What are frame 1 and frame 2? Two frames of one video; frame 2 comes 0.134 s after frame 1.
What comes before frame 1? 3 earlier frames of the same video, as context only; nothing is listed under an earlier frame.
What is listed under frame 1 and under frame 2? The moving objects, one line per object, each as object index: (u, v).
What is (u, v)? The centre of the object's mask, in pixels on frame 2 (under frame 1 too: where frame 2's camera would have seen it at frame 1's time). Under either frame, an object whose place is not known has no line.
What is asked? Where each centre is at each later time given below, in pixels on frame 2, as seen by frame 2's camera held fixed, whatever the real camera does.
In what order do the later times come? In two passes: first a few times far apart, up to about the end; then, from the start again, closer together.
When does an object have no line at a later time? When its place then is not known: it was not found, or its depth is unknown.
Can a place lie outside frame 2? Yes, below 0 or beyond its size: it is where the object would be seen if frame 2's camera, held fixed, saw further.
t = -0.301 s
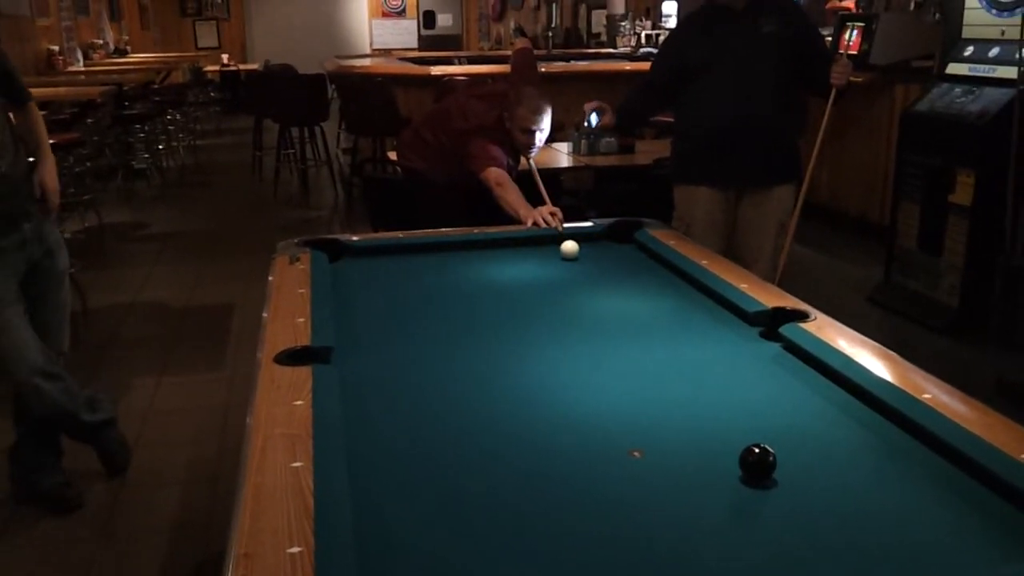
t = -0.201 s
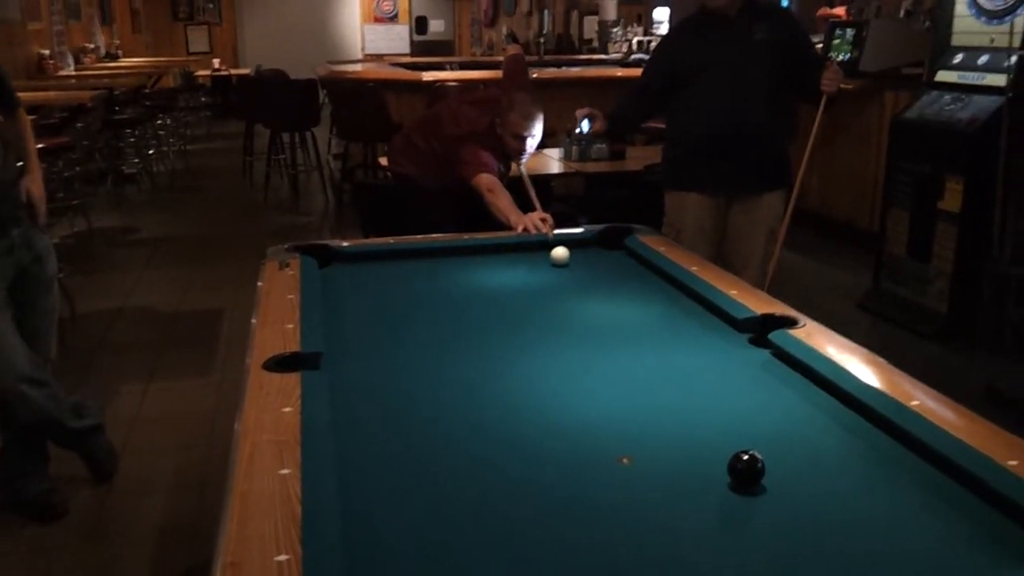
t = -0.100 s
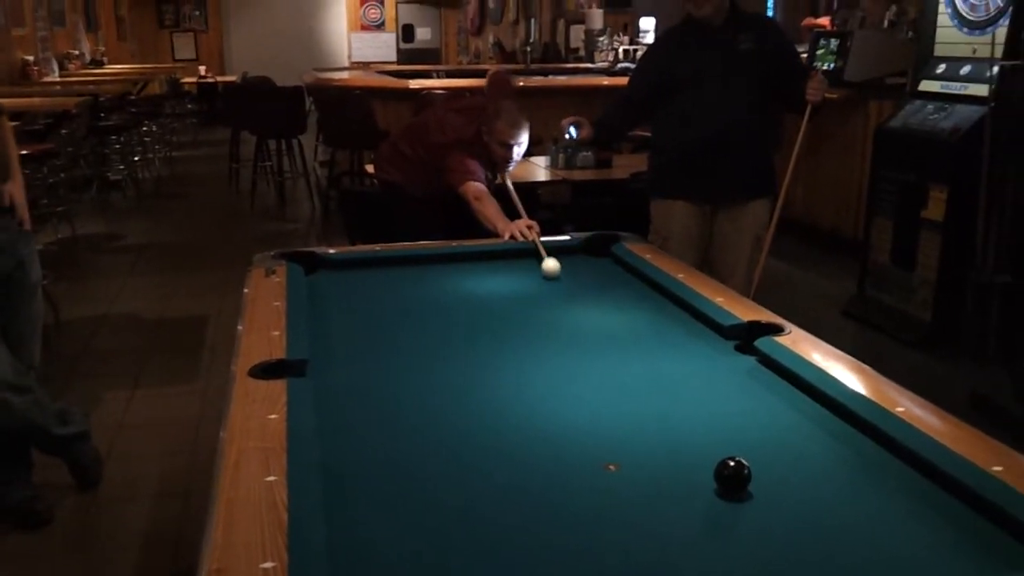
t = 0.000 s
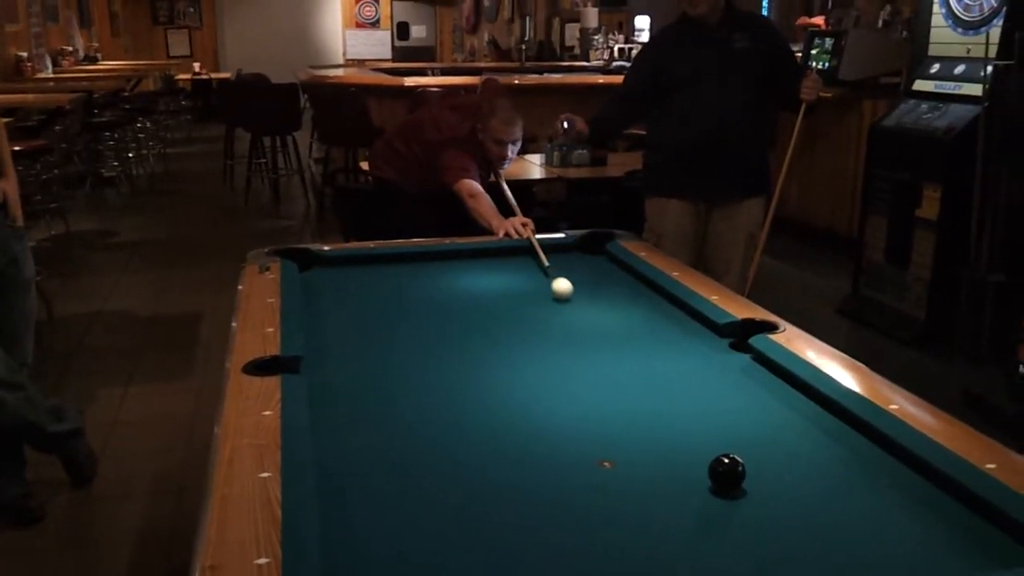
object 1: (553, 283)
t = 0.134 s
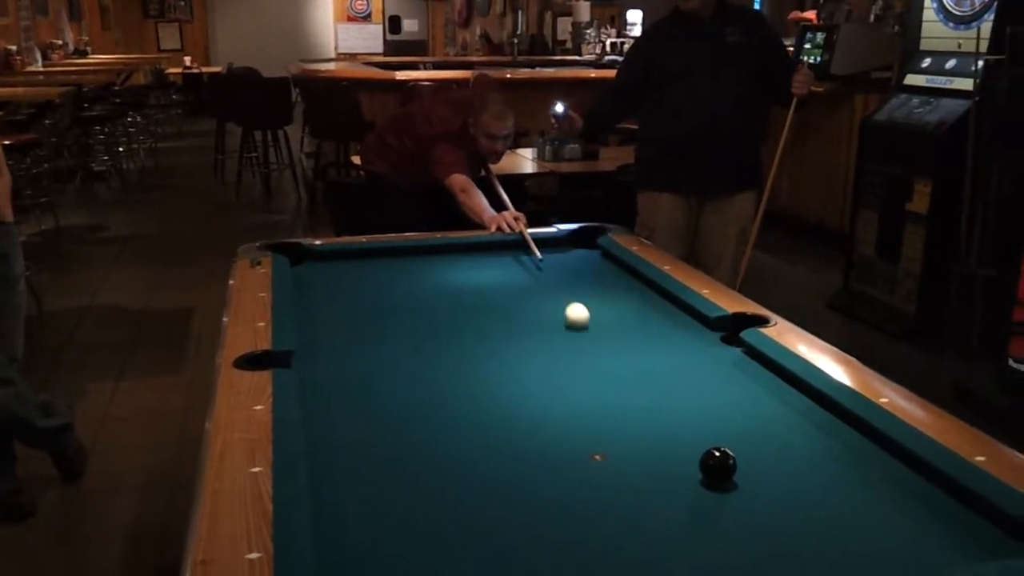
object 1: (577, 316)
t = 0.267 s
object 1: (606, 356)
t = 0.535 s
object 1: (681, 482)
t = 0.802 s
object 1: (632, 555)
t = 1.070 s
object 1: (515, 475)
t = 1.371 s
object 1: (422, 412)
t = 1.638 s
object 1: (362, 370)
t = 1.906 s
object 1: (315, 337)
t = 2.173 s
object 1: (318, 308)
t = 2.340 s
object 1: (325, 294)
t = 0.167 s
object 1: (583, 325)
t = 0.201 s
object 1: (590, 335)
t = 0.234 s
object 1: (597, 345)
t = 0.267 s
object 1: (606, 356)
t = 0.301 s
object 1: (614, 367)
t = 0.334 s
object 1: (623, 379)
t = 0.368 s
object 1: (633, 393)
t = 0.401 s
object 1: (643, 408)
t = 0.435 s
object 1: (655, 425)
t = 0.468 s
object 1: (667, 442)
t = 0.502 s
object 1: (679, 463)
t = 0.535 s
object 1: (681, 482)
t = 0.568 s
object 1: (684, 502)
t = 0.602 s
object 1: (688, 527)
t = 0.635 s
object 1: (692, 552)
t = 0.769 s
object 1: (651, 568)
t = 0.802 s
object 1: (632, 555)
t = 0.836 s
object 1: (614, 542)
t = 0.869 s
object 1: (598, 532)
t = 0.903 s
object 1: (582, 521)
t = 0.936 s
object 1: (567, 511)
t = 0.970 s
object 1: (553, 501)
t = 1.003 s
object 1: (540, 492)
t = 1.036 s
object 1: (527, 484)
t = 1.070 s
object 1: (515, 475)
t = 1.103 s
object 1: (503, 467)
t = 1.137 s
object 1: (491, 460)
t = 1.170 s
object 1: (480, 452)
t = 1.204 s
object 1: (469, 445)
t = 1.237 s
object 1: (459, 438)
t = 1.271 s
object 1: (449, 431)
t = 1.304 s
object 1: (440, 425)
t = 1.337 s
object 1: (431, 419)
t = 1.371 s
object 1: (422, 412)
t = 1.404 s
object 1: (414, 407)
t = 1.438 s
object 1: (406, 401)
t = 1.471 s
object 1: (398, 395)
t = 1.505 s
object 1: (390, 390)
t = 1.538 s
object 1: (383, 385)
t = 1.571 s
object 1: (376, 380)
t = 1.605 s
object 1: (369, 375)
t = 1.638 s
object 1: (362, 370)
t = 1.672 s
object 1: (356, 365)
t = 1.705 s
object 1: (349, 361)
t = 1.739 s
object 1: (343, 357)
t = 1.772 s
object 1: (337, 353)
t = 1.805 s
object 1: (331, 349)
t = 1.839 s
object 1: (325, 345)
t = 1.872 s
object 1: (320, 341)
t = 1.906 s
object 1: (315, 337)
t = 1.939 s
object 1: (310, 333)
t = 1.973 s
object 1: (308, 330)
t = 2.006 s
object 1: (310, 327)
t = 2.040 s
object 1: (311, 323)
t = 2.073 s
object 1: (314, 317)
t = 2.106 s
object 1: (315, 314)
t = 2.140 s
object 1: (317, 311)
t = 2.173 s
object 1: (318, 308)
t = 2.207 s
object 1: (319, 304)
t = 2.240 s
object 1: (321, 301)
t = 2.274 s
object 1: (322, 299)
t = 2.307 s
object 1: (324, 296)
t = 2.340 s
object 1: (325, 294)
